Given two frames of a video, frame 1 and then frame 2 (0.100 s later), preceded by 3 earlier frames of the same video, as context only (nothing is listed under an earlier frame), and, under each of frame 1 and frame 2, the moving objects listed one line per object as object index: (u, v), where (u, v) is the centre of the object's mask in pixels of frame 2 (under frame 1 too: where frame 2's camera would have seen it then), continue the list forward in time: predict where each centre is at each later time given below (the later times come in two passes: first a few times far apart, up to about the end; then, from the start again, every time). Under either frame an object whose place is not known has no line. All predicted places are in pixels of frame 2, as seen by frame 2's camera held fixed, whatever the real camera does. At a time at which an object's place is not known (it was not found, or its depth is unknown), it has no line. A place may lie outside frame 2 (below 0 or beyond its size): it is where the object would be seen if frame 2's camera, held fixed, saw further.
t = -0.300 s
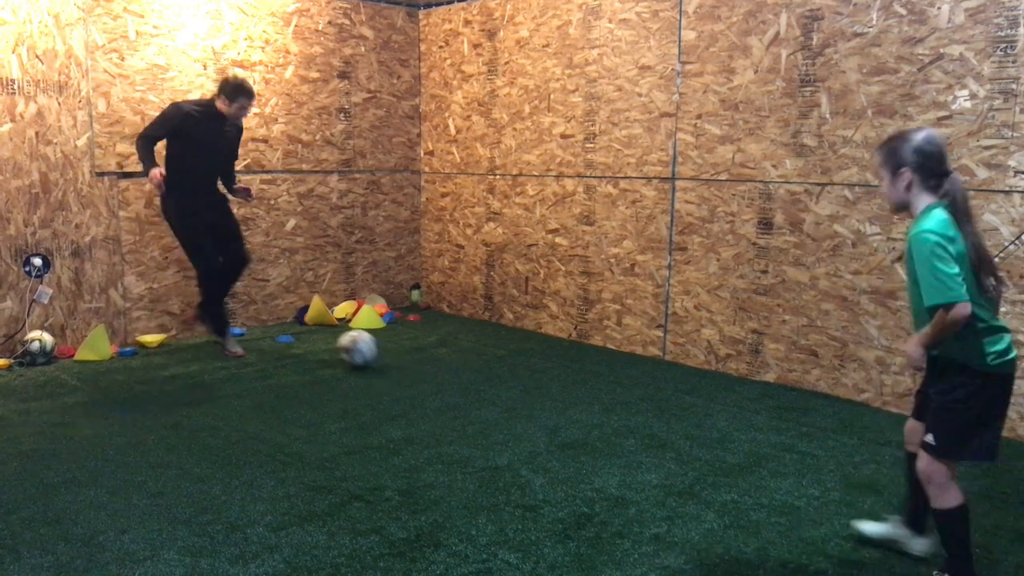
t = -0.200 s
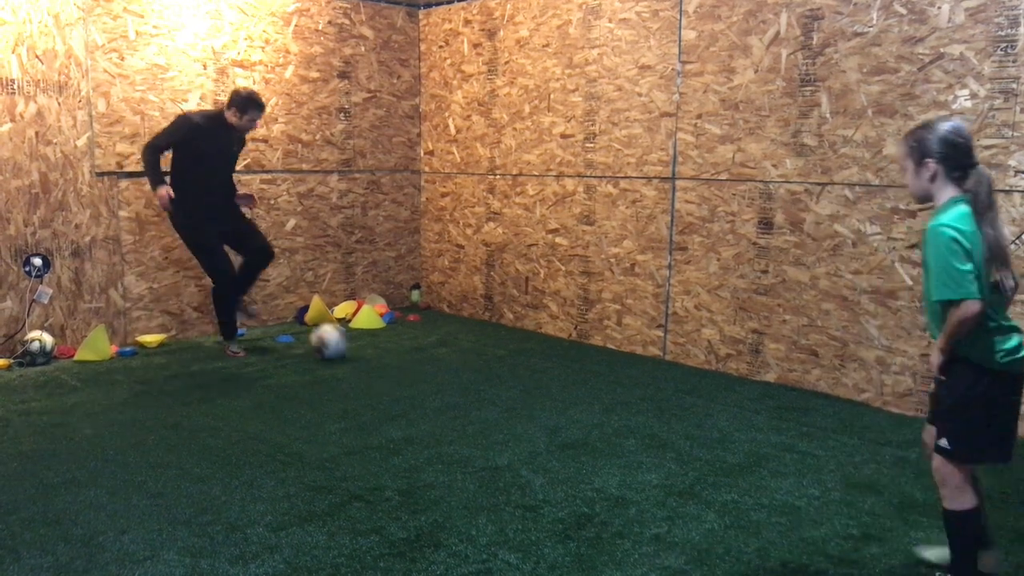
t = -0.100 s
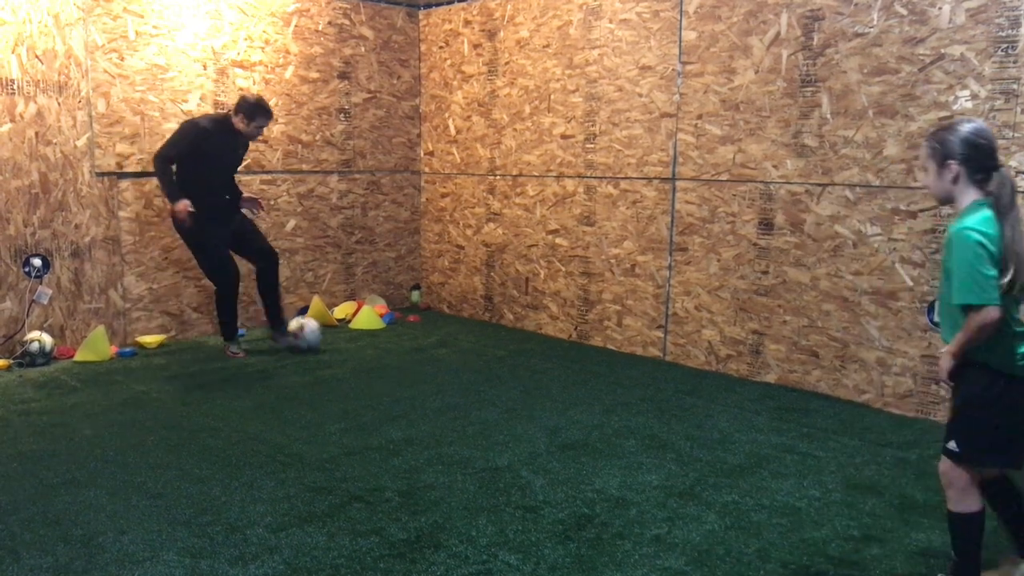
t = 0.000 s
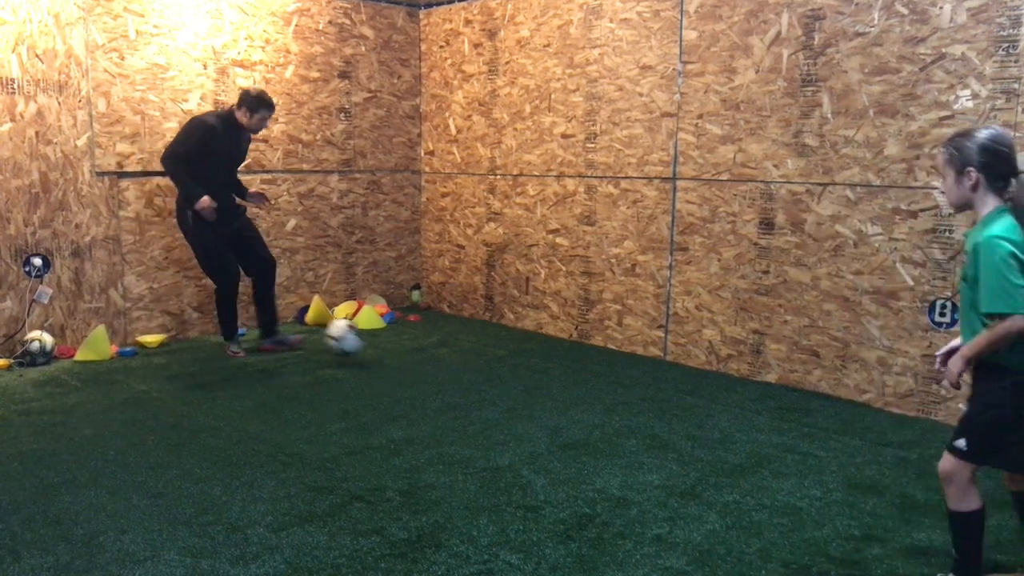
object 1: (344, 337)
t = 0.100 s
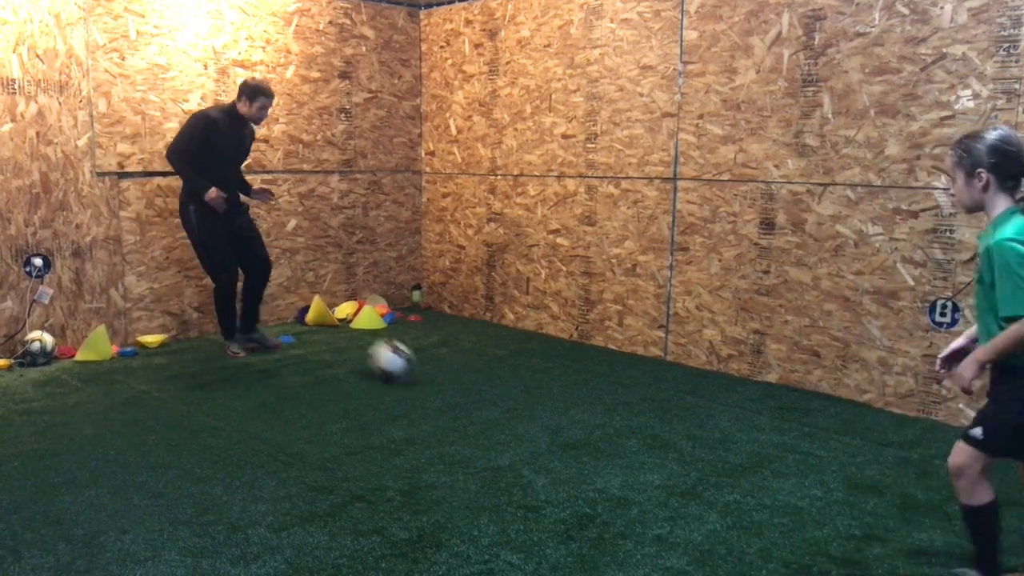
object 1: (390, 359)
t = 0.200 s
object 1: (433, 369)
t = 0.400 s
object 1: (516, 398)
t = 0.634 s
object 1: (607, 430)
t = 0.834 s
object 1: (683, 465)
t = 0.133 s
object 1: (407, 369)
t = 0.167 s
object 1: (420, 367)
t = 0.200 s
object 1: (433, 369)
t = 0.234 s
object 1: (446, 374)
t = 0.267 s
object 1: (462, 382)
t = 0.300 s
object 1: (477, 391)
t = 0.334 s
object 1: (491, 396)
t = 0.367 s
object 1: (504, 397)
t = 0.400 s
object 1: (516, 398)
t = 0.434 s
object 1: (530, 403)
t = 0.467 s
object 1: (544, 410)
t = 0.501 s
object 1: (558, 418)
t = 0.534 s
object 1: (571, 421)
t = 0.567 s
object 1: (582, 422)
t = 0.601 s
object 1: (594, 425)
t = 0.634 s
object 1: (607, 430)
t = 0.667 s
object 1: (620, 438)
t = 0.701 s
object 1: (633, 447)
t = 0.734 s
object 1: (647, 450)
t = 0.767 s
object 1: (658, 454)
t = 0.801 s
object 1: (671, 458)
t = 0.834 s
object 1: (683, 465)
